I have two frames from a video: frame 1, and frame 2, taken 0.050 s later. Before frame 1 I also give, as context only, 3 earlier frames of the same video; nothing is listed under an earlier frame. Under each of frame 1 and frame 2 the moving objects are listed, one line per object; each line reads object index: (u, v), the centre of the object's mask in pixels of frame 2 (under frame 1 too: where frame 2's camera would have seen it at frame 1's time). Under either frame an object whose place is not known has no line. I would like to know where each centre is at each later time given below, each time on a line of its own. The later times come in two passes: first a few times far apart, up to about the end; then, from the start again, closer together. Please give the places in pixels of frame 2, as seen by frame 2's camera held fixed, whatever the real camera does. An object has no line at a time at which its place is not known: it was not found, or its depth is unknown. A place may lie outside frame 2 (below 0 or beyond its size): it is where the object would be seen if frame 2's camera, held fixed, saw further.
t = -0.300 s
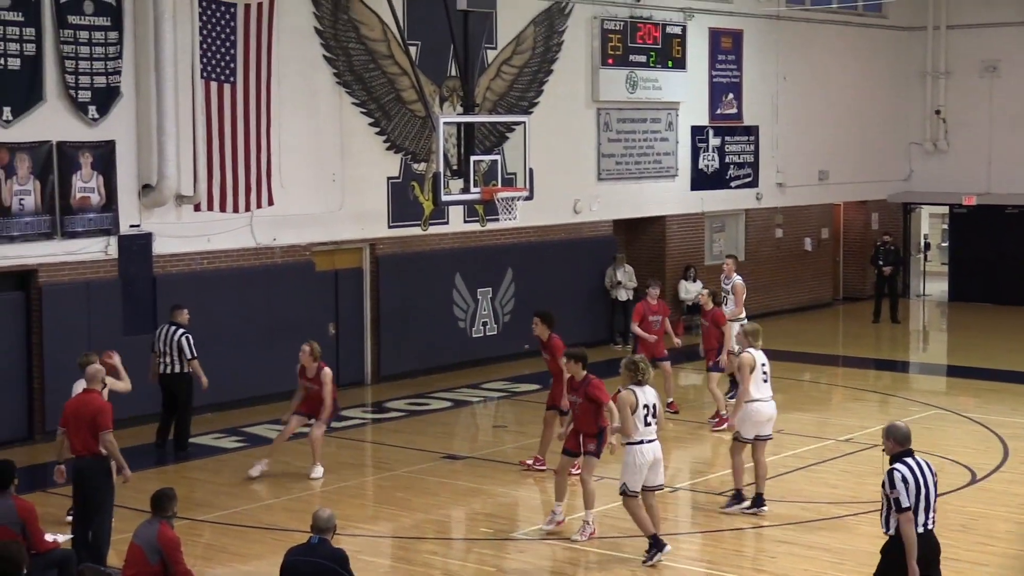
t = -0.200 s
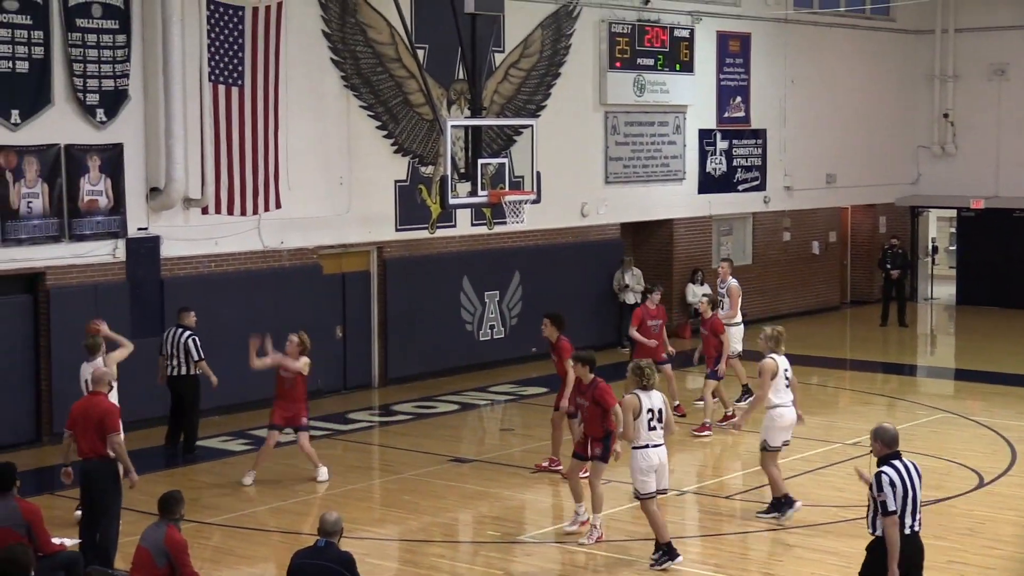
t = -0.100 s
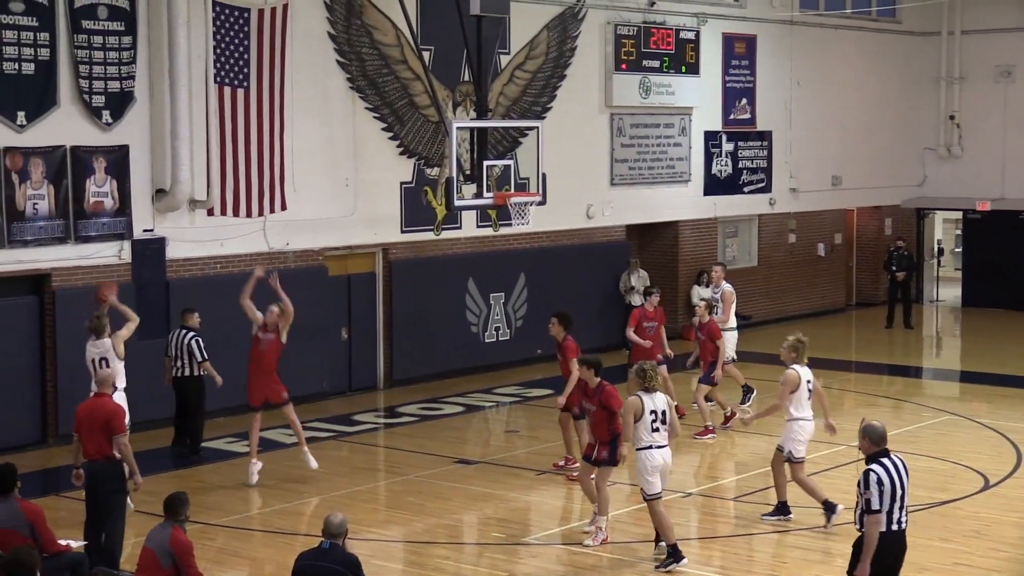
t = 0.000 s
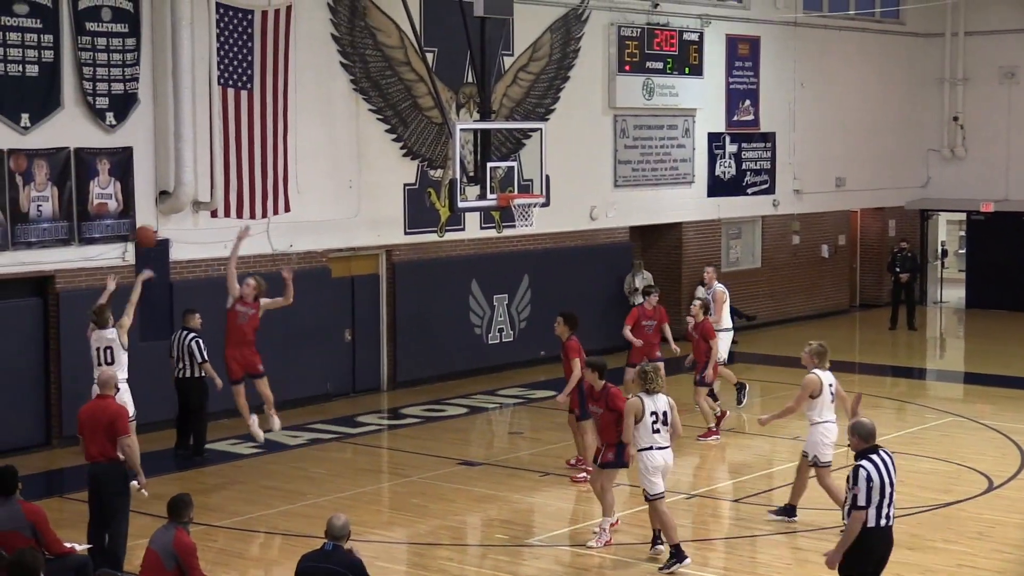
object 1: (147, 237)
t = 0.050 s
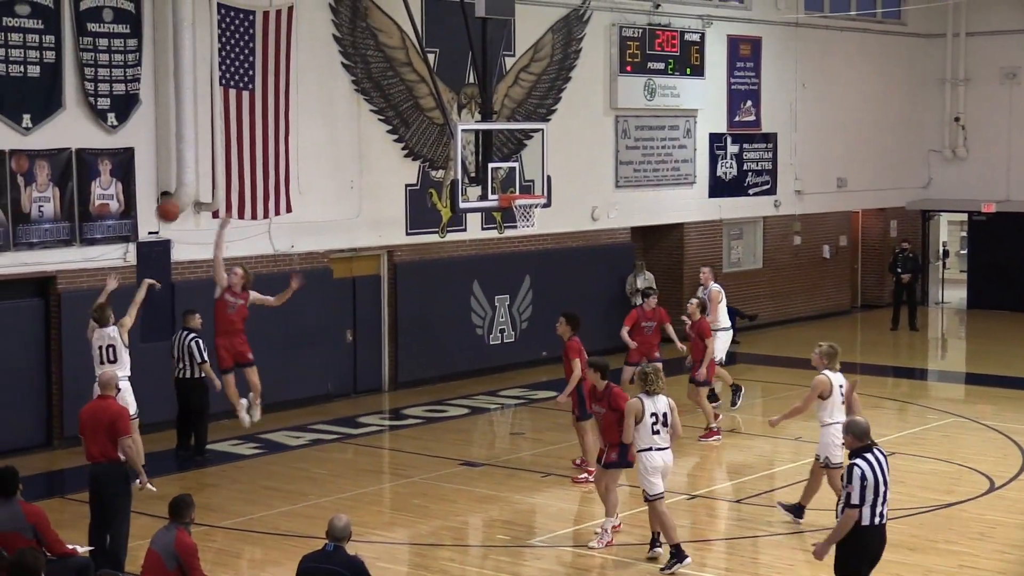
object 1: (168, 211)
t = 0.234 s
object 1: (244, 138)
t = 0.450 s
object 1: (326, 96)
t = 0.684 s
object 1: (406, 96)
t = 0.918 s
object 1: (479, 142)
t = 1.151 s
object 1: (535, 194)
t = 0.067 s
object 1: (176, 203)
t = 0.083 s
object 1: (183, 195)
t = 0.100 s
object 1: (189, 187)
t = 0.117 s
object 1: (197, 180)
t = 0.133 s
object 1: (203, 173)
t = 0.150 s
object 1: (210, 166)
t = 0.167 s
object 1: (217, 160)
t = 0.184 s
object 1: (224, 154)
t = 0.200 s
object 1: (231, 149)
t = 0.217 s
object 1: (237, 143)
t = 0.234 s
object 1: (244, 138)
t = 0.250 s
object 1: (251, 133)
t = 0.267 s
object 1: (257, 128)
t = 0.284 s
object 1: (264, 124)
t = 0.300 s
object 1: (270, 121)
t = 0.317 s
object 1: (277, 116)
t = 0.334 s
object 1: (283, 113)
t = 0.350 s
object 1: (290, 110)
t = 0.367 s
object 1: (296, 107)
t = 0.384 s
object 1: (302, 104)
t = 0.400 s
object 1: (308, 102)
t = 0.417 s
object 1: (314, 99)
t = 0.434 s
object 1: (320, 97)
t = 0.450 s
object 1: (326, 96)
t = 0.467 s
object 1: (332, 94)
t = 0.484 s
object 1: (338, 93)
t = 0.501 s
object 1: (344, 92)
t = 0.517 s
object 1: (350, 91)
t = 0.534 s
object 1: (356, 91)
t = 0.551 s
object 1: (362, 90)
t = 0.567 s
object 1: (368, 90)
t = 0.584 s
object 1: (374, 91)
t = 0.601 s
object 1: (379, 92)
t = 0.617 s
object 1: (384, 92)
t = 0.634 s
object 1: (390, 93)
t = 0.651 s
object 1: (396, 94)
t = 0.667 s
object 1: (402, 95)
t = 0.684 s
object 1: (406, 96)
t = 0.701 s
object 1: (411, 98)
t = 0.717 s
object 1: (418, 101)
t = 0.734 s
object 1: (424, 102)
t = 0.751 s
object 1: (428, 105)
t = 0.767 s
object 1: (433, 109)
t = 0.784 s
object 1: (438, 112)
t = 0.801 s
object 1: (443, 114)
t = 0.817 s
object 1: (448, 118)
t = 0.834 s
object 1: (454, 121)
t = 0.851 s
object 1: (458, 125)
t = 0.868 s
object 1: (464, 129)
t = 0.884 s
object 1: (469, 133)
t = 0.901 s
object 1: (474, 138)
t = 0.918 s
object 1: (479, 142)
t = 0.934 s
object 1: (484, 147)
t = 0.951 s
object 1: (488, 151)
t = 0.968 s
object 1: (492, 155)
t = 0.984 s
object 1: (498, 161)
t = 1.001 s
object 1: (502, 166)
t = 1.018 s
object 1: (506, 172)
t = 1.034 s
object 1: (510, 178)
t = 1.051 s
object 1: (516, 183)
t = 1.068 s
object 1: (520, 188)
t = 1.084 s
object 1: (525, 189)
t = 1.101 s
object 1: (527, 190)
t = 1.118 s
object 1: (532, 192)
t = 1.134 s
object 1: (536, 194)
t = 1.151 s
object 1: (535, 194)
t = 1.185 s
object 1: (528, 193)
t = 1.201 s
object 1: (525, 194)
